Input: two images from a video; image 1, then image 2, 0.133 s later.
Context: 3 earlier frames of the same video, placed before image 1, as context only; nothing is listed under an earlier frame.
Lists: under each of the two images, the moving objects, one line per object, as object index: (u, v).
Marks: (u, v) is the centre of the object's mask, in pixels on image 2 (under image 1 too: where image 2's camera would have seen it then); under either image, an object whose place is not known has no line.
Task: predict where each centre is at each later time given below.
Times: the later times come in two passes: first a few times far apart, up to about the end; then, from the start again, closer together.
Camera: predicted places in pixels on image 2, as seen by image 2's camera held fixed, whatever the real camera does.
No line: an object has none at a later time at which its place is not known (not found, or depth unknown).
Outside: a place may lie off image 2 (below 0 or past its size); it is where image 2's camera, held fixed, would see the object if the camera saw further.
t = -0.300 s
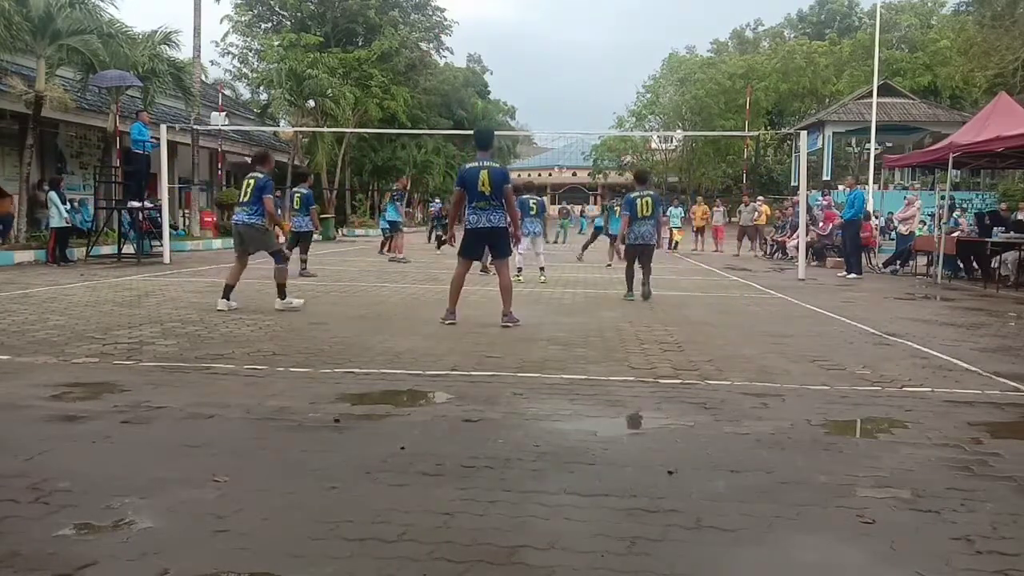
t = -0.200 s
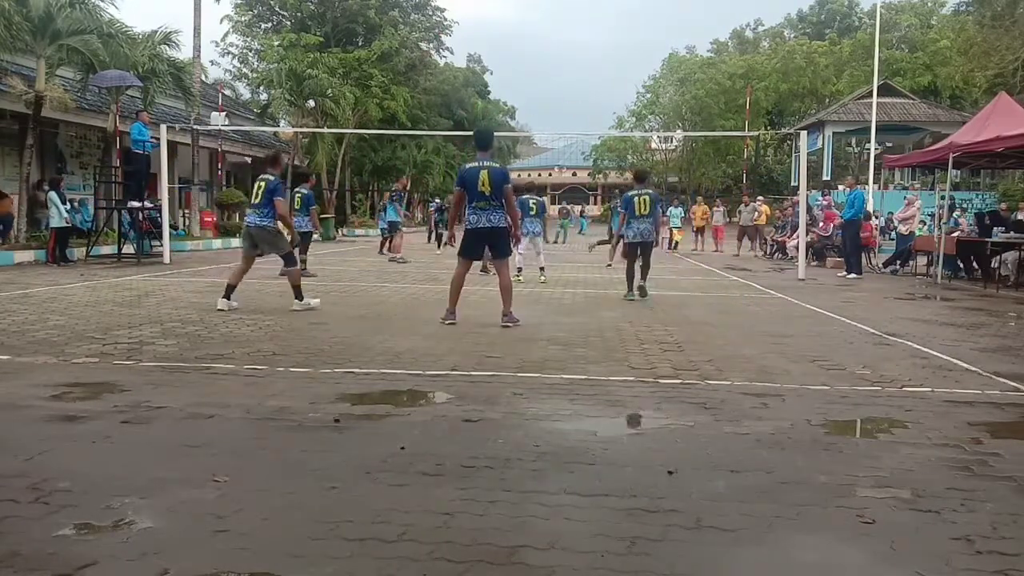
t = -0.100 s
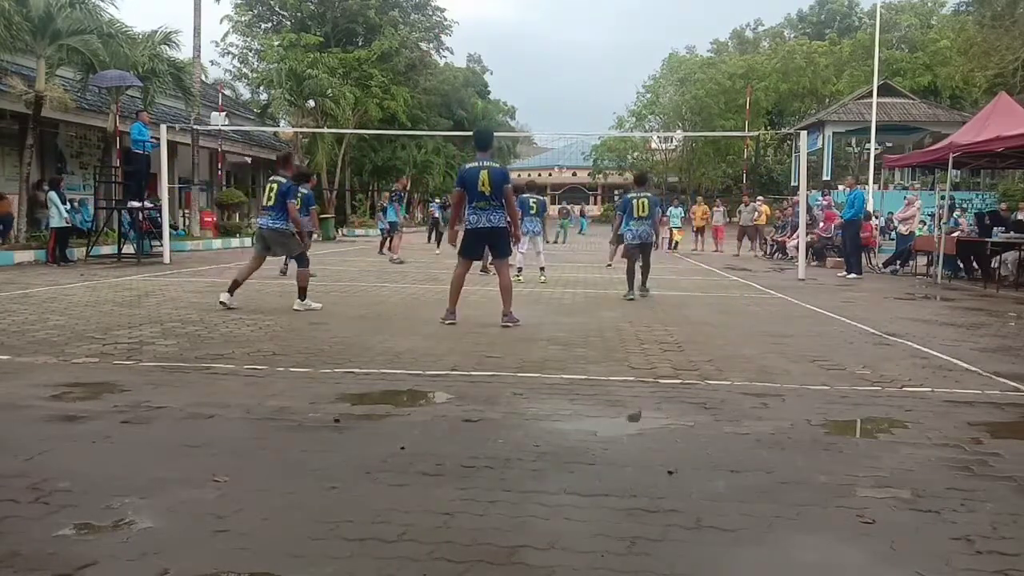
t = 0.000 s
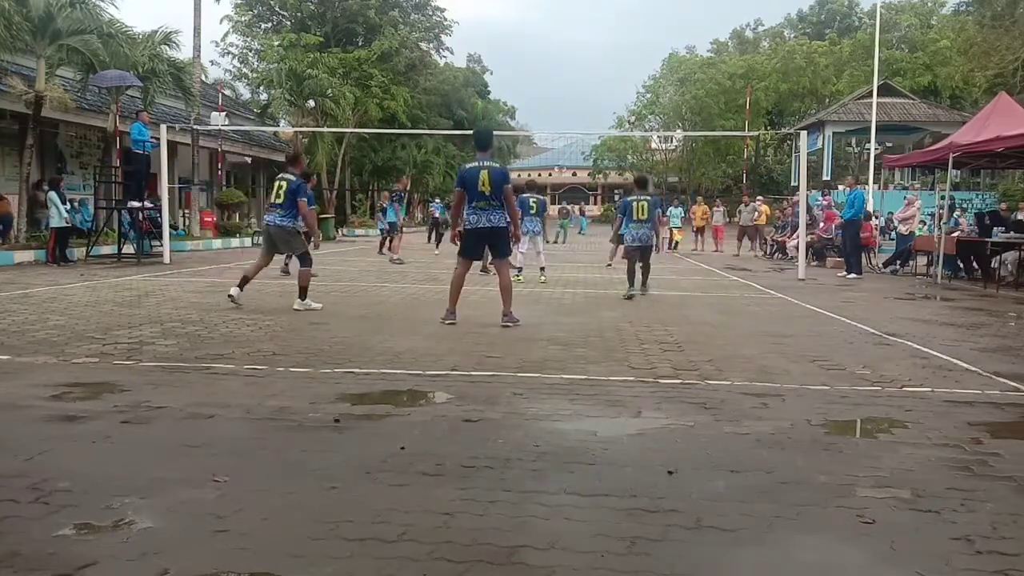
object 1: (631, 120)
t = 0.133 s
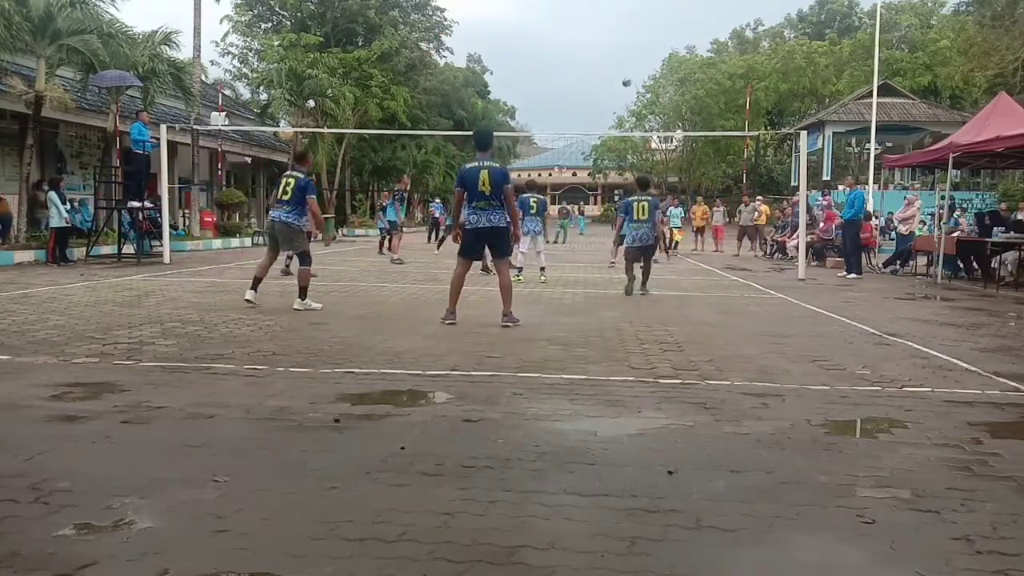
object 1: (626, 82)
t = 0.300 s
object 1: (621, 52)
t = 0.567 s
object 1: (608, 19)
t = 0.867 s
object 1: (593, 23)
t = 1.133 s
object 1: (581, 59)
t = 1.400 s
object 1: (568, 123)
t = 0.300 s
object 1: (621, 52)
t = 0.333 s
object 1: (619, 46)
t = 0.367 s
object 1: (617, 41)
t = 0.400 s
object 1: (616, 36)
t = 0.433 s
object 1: (614, 32)
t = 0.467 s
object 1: (613, 27)
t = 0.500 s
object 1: (611, 24)
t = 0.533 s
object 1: (610, 22)
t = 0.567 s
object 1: (608, 19)
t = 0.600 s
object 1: (606, 18)
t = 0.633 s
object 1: (605, 16)
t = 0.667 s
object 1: (603, 16)
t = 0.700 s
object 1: (602, 16)
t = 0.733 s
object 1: (600, 17)
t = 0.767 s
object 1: (598, 18)
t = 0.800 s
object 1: (597, 19)
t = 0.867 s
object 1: (593, 23)
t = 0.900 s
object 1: (592, 26)
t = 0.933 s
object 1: (590, 29)
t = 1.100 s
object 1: (582, 53)
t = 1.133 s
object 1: (581, 59)
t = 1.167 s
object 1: (579, 65)
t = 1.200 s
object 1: (577, 73)
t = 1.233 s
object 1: (575, 80)
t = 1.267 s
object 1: (574, 88)
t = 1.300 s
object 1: (572, 97)
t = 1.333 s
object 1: (571, 104)
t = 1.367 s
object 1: (569, 113)
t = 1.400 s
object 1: (568, 123)
